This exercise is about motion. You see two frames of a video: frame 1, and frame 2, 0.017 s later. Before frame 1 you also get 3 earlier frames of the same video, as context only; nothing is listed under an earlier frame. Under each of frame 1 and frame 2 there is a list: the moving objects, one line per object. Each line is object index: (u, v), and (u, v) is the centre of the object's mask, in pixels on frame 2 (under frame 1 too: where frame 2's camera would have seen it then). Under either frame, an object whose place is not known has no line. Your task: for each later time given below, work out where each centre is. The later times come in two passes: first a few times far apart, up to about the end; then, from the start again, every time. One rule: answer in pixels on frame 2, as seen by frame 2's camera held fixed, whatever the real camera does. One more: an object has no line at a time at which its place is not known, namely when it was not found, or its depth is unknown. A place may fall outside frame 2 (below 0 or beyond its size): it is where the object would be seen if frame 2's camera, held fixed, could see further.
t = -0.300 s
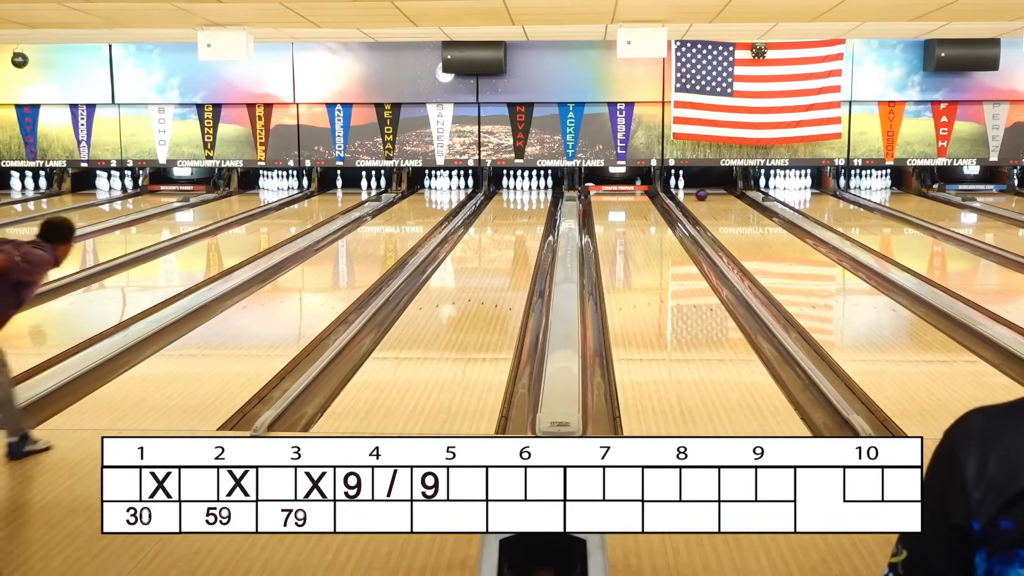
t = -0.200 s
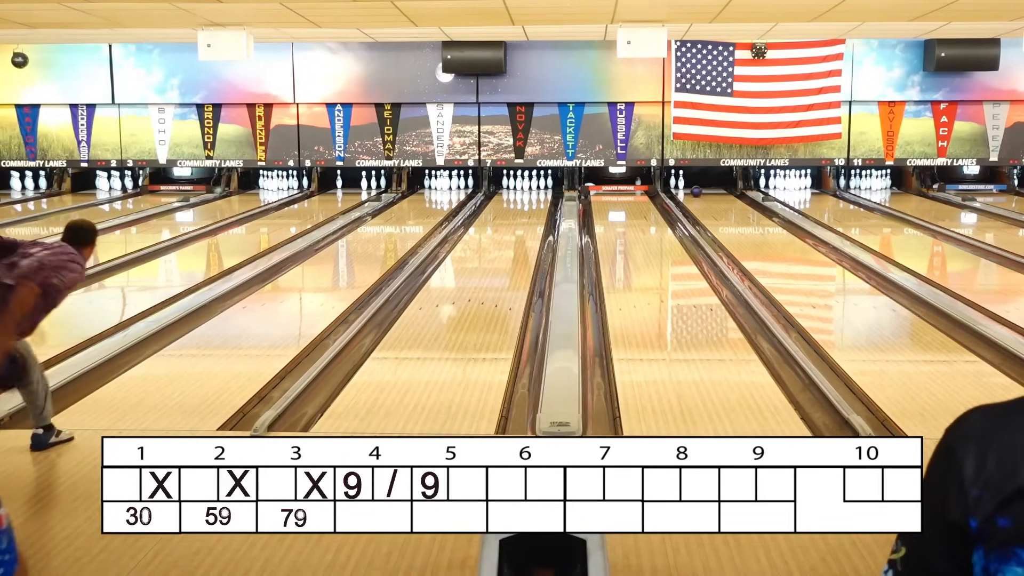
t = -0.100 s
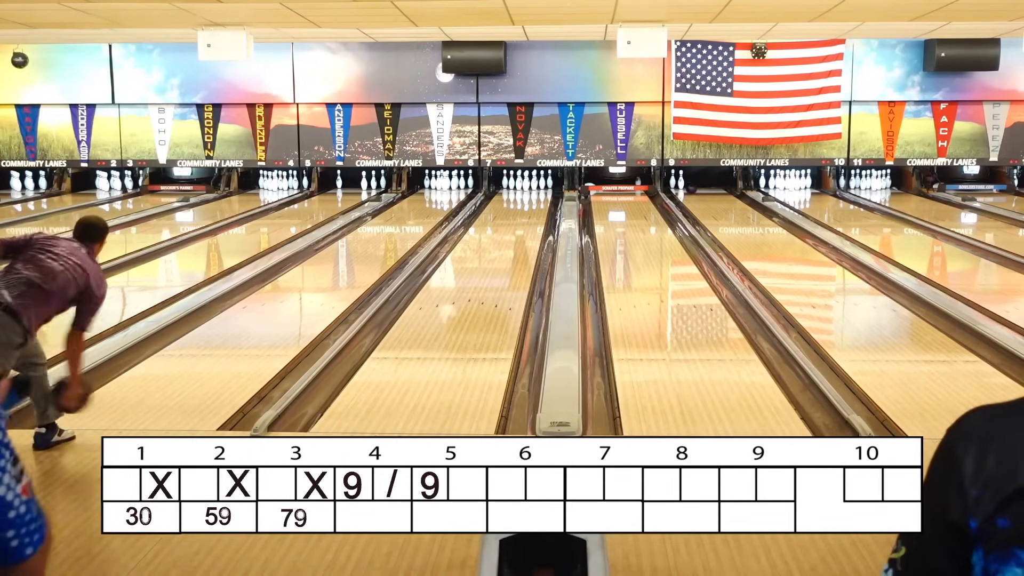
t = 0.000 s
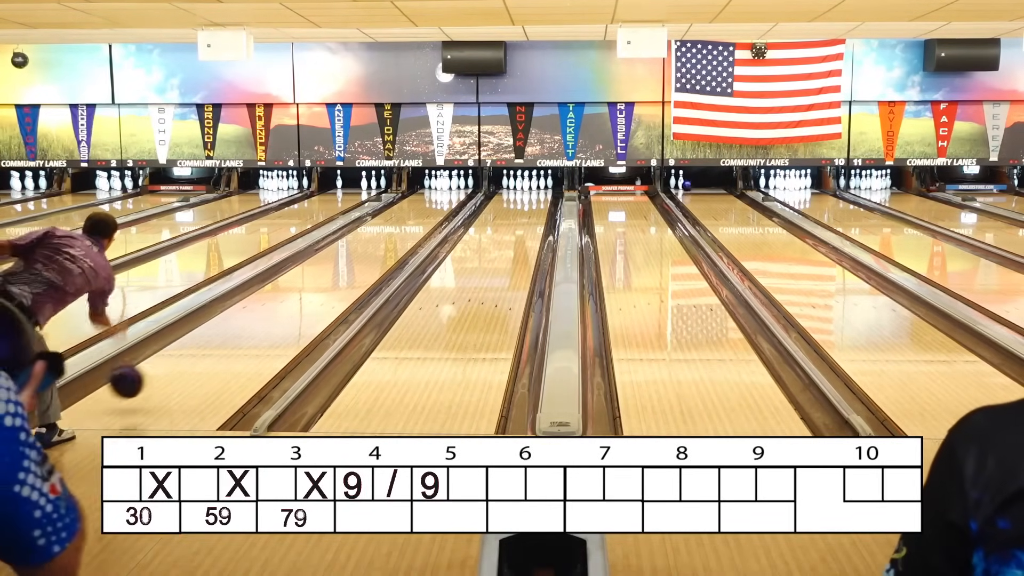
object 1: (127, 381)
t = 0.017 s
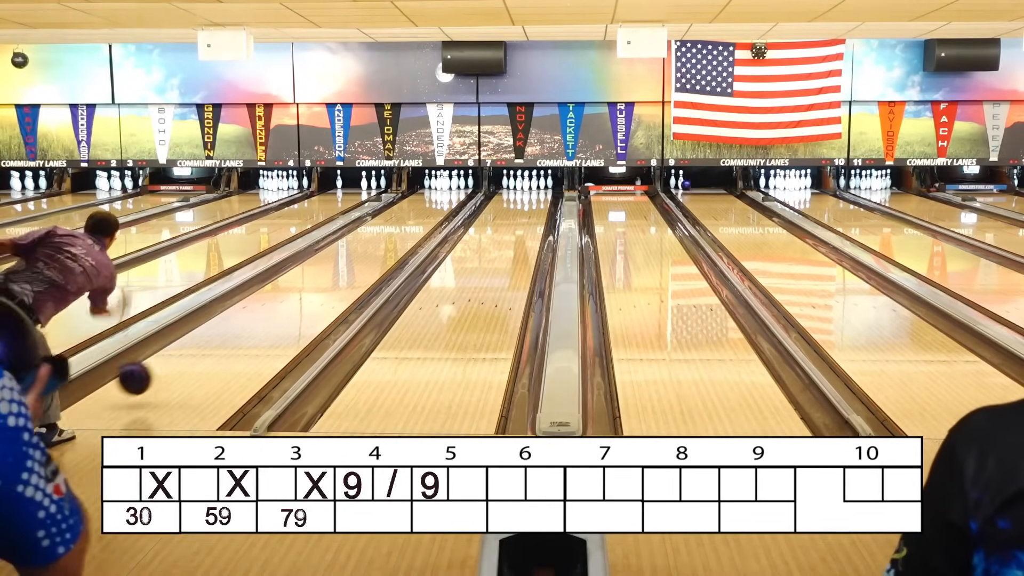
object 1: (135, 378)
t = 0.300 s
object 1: (241, 327)
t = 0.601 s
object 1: (311, 286)
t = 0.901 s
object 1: (359, 256)
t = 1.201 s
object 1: (393, 235)
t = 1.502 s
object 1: (417, 219)
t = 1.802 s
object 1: (433, 206)
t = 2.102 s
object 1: (441, 196)
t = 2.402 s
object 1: (445, 188)
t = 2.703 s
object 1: (446, 184)
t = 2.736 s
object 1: (446, 184)
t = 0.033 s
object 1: (142, 375)
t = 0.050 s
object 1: (150, 373)
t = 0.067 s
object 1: (158, 371)
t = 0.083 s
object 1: (165, 370)
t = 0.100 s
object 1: (172, 368)
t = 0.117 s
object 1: (178, 363)
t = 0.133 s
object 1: (185, 360)
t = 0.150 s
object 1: (191, 356)
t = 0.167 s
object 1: (197, 353)
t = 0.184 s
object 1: (203, 349)
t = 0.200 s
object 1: (209, 346)
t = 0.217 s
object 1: (215, 343)
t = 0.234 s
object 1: (220, 340)
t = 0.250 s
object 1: (226, 336)
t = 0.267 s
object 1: (230, 333)
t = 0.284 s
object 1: (236, 330)
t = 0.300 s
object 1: (241, 327)
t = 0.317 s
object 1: (245, 325)
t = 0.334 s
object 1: (250, 322)
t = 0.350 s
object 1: (254, 319)
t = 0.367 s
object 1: (259, 317)
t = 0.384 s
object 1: (263, 314)
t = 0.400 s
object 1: (268, 311)
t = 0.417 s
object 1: (272, 309)
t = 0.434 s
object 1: (276, 307)
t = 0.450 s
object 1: (279, 304)
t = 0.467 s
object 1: (283, 302)
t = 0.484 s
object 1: (287, 300)
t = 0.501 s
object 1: (291, 298)
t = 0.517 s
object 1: (294, 296)
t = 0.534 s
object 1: (298, 293)
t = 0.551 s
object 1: (301, 291)
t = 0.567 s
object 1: (305, 289)
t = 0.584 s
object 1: (308, 287)
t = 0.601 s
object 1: (311, 286)
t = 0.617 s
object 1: (314, 284)
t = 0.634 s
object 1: (317, 282)
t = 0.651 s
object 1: (320, 280)
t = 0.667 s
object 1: (323, 278)
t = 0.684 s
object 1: (326, 276)
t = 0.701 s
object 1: (329, 275)
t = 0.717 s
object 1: (332, 273)
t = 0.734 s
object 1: (334, 272)
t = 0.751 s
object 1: (337, 270)
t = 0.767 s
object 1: (340, 268)
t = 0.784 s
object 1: (342, 267)
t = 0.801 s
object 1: (345, 265)
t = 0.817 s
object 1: (347, 264)
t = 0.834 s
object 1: (350, 262)
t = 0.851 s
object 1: (352, 261)
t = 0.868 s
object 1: (354, 259)
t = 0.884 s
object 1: (356, 258)
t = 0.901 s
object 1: (359, 256)
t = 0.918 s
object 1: (361, 255)
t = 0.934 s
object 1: (363, 254)
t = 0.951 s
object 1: (365, 252)
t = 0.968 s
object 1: (367, 251)
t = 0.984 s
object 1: (369, 250)
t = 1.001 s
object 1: (371, 249)
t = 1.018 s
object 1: (373, 247)
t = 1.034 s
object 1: (375, 246)
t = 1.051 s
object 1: (377, 245)
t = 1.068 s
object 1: (379, 244)
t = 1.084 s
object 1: (381, 243)
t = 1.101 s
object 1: (383, 242)
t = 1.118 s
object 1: (384, 240)
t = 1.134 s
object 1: (386, 239)
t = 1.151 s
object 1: (388, 238)
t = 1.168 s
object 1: (389, 237)
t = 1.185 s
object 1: (391, 236)
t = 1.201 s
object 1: (393, 235)
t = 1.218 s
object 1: (394, 234)
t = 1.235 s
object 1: (396, 233)
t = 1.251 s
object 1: (397, 232)
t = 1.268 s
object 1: (399, 231)
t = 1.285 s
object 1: (400, 230)
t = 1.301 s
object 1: (402, 229)
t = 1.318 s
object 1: (403, 228)
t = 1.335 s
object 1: (404, 227)
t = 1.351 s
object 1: (406, 226)
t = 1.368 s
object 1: (407, 226)
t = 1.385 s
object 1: (408, 225)
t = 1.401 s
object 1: (410, 224)
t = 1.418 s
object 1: (411, 223)
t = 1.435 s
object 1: (412, 222)
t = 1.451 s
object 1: (413, 221)
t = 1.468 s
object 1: (415, 220)
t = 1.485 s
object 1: (416, 220)
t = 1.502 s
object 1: (417, 219)
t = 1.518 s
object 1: (418, 218)
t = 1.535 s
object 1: (419, 217)
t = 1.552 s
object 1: (420, 216)
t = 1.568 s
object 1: (421, 216)
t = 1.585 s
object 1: (422, 215)
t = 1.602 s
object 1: (423, 214)
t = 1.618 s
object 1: (424, 213)
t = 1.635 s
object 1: (425, 213)
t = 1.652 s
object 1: (426, 212)
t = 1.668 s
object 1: (427, 211)
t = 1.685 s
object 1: (428, 211)
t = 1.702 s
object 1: (428, 210)
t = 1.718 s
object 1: (429, 209)
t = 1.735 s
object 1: (430, 209)
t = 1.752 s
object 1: (431, 208)
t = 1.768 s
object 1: (431, 207)
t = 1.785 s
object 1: (432, 207)
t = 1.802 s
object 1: (433, 206)
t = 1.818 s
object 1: (433, 205)
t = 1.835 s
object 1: (434, 205)
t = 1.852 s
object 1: (435, 204)
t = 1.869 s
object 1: (435, 204)
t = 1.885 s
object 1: (436, 203)
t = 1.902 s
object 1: (436, 202)
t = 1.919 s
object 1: (437, 202)
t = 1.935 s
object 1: (437, 201)
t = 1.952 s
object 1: (438, 201)
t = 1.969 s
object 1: (438, 200)
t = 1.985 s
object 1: (439, 200)
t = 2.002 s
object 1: (439, 199)
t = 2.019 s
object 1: (440, 198)
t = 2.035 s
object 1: (440, 198)
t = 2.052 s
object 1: (440, 198)
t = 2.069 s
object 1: (441, 197)
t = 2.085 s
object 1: (441, 196)
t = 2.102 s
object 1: (441, 196)
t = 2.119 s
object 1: (442, 196)
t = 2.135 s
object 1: (442, 195)
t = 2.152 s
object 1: (442, 195)
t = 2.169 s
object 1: (443, 194)
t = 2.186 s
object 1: (443, 194)
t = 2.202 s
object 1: (443, 194)
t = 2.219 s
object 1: (443, 193)
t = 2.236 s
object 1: (443, 193)
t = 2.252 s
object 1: (444, 192)
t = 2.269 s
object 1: (444, 192)
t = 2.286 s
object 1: (444, 191)
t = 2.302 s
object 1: (444, 191)
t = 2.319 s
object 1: (444, 190)
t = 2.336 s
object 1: (444, 190)
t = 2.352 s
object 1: (444, 190)
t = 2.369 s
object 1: (444, 189)
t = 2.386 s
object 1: (445, 189)
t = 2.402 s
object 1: (445, 188)
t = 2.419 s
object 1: (445, 188)
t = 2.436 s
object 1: (444, 187)
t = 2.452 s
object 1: (444, 187)
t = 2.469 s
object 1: (444, 187)
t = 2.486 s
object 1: (445, 187)
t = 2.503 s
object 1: (444, 186)
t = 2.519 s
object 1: (444, 186)
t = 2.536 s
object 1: (444, 185)
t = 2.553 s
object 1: (444, 185)
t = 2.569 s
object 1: (444, 185)
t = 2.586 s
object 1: (444, 185)
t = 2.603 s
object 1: (445, 184)
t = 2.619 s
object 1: (444, 184)
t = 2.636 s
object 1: (445, 184)
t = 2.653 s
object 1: (445, 184)
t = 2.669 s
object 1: (445, 184)
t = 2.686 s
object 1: (445, 184)
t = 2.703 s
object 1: (446, 184)
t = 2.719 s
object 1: (446, 184)
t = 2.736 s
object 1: (446, 184)
